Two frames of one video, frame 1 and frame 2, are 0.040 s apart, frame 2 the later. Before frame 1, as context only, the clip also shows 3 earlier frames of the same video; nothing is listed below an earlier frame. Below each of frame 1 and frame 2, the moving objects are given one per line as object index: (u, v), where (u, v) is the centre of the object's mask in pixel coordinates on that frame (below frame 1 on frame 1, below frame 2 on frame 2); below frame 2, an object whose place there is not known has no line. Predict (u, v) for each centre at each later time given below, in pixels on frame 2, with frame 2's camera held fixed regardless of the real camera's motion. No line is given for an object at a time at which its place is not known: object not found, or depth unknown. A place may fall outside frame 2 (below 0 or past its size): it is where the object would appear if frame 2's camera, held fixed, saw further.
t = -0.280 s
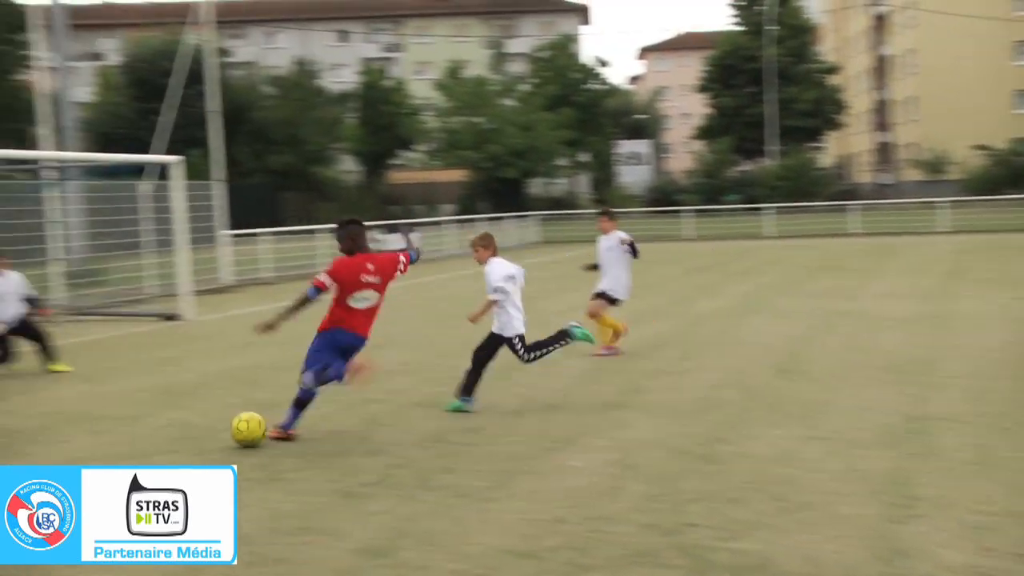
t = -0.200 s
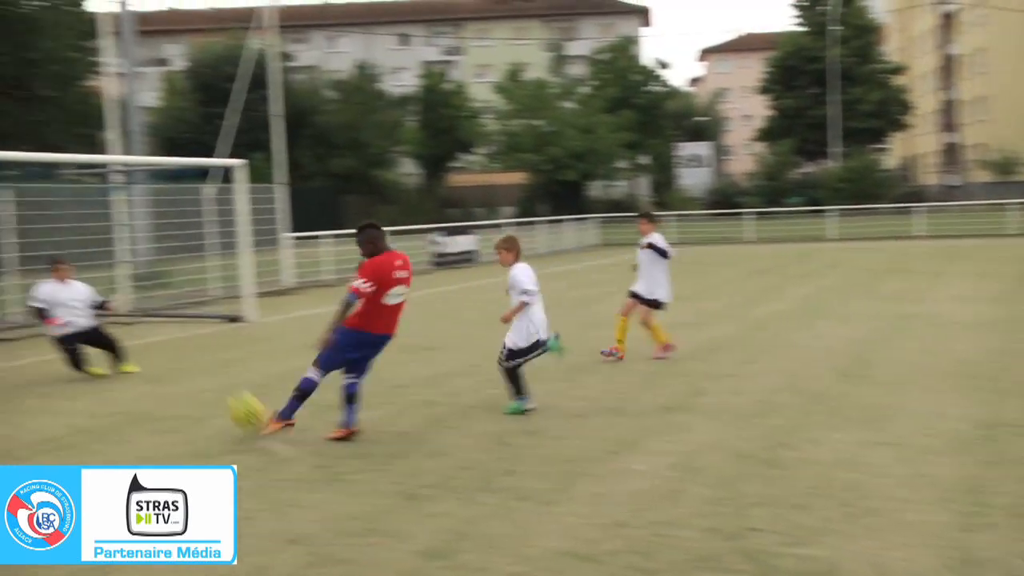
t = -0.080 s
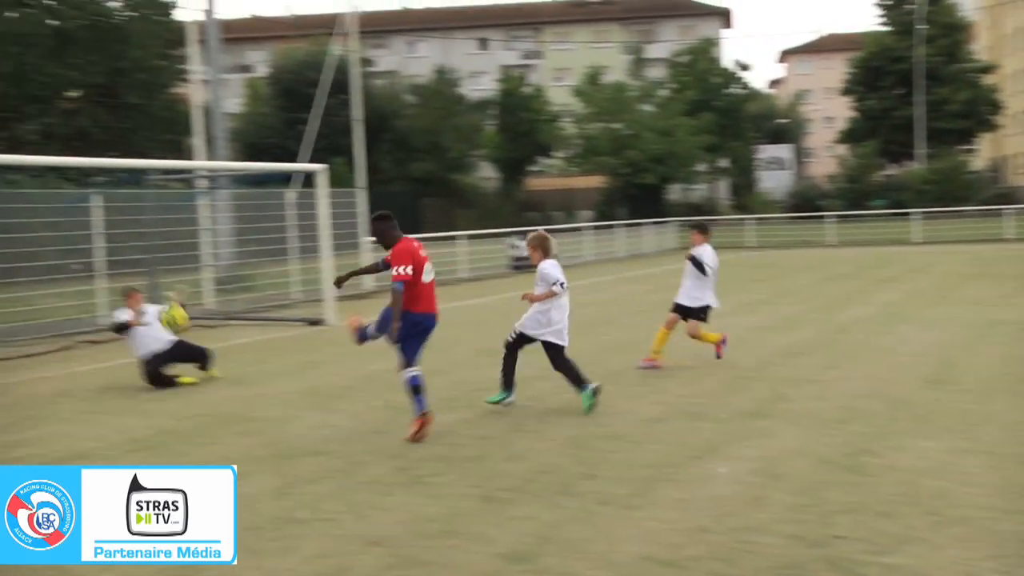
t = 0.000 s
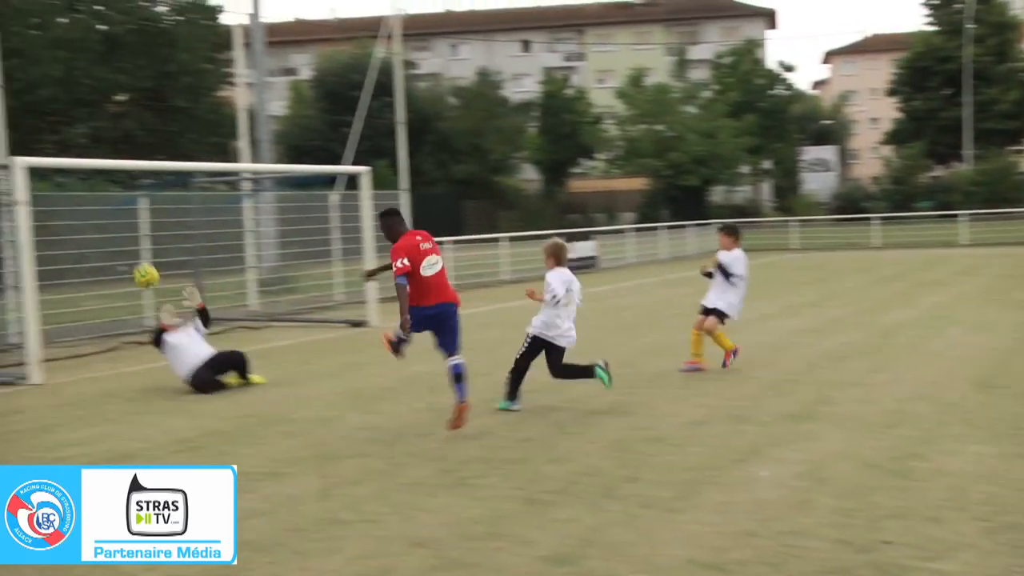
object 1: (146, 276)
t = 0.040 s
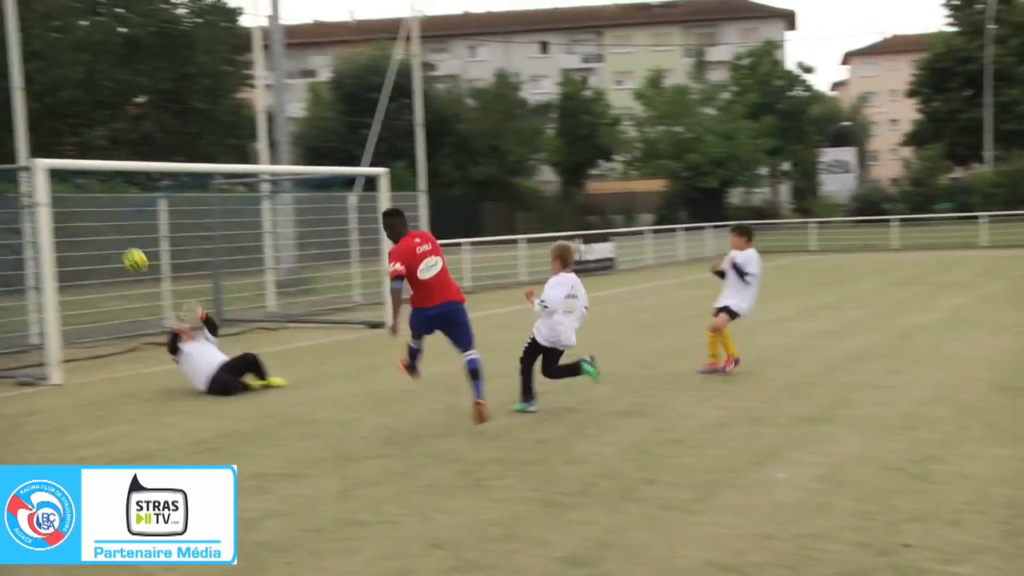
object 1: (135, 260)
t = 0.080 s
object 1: (109, 246)
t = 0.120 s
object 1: (85, 233)
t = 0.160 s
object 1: (65, 223)
